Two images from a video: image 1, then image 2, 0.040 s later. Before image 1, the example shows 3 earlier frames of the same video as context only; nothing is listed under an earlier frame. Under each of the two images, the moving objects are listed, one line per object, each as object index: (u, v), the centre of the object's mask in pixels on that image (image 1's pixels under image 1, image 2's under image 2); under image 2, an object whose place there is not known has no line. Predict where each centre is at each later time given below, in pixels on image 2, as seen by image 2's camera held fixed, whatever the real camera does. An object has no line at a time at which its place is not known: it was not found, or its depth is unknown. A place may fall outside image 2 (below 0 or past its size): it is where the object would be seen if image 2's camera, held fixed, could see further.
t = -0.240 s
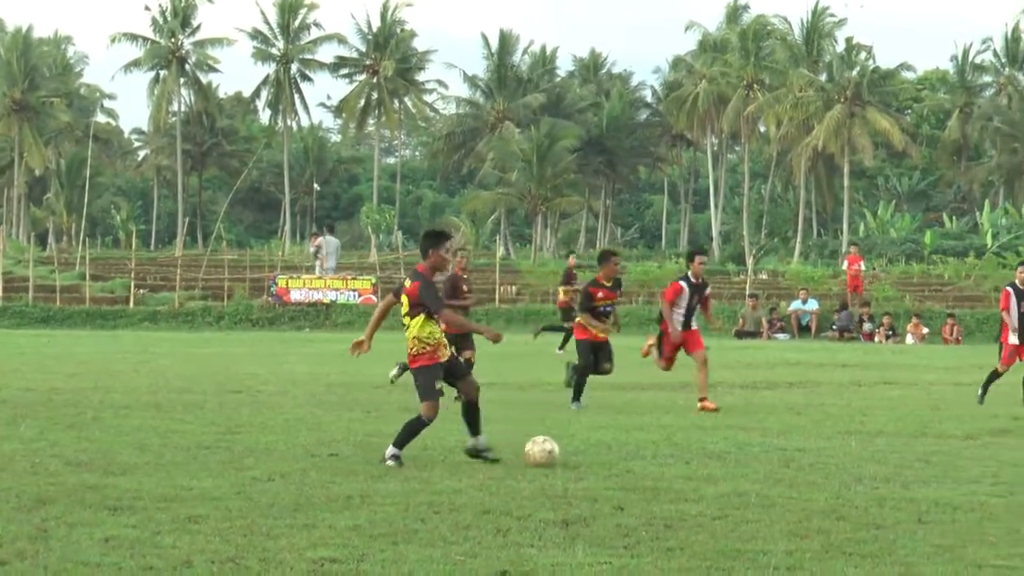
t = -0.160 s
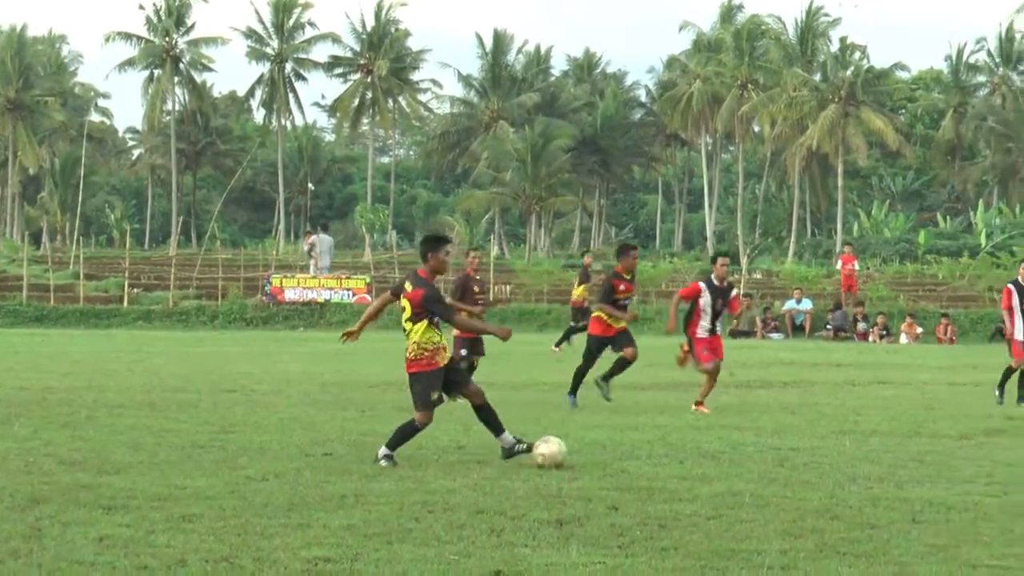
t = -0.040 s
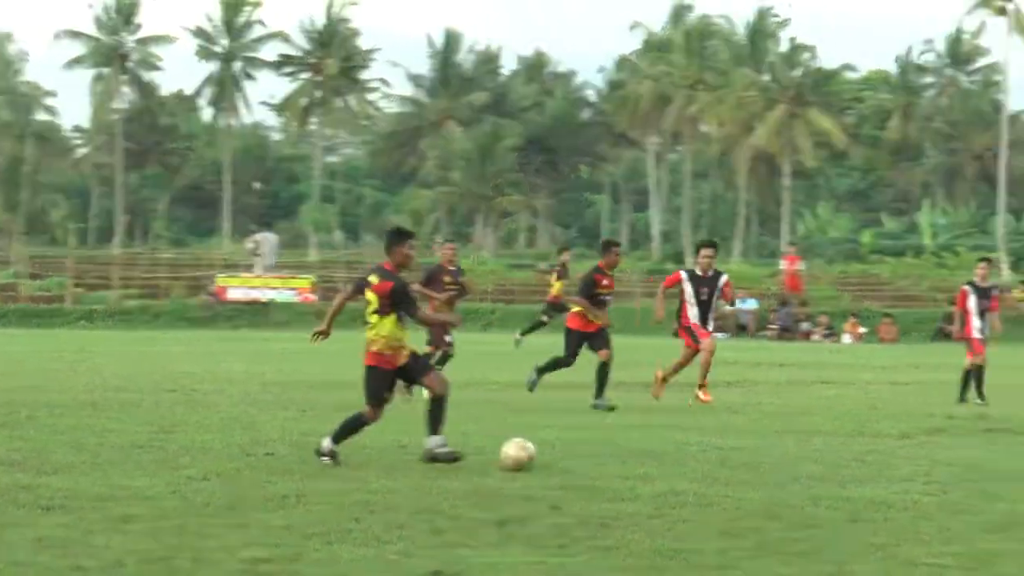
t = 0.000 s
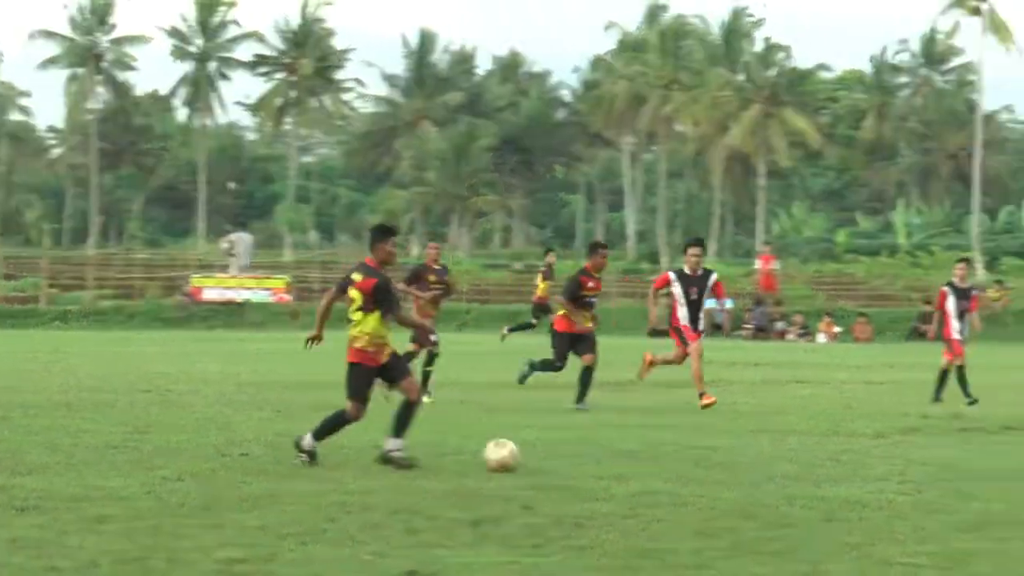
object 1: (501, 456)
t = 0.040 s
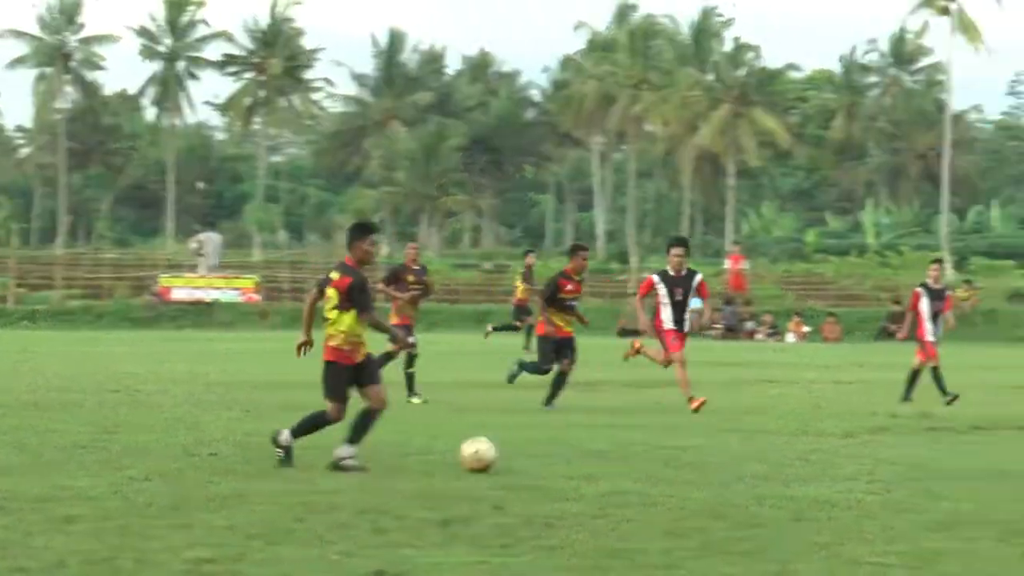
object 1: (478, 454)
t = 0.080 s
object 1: (486, 454)
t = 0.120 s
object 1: (495, 455)
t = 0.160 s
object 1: (503, 457)
